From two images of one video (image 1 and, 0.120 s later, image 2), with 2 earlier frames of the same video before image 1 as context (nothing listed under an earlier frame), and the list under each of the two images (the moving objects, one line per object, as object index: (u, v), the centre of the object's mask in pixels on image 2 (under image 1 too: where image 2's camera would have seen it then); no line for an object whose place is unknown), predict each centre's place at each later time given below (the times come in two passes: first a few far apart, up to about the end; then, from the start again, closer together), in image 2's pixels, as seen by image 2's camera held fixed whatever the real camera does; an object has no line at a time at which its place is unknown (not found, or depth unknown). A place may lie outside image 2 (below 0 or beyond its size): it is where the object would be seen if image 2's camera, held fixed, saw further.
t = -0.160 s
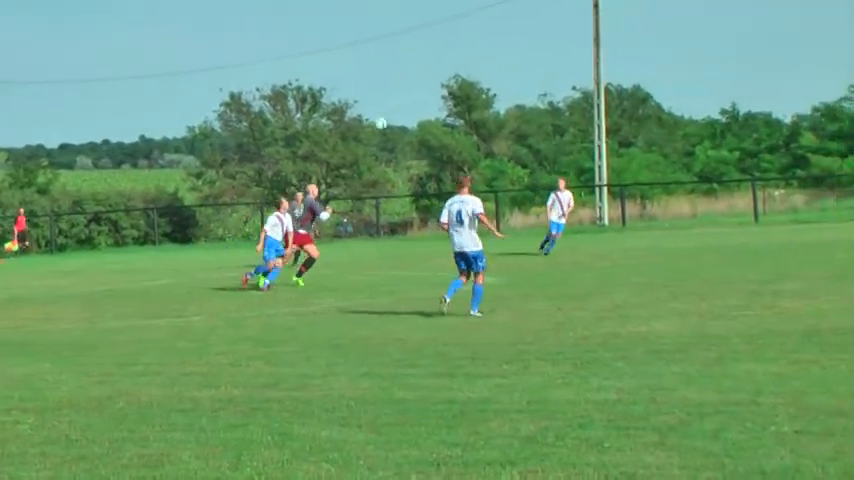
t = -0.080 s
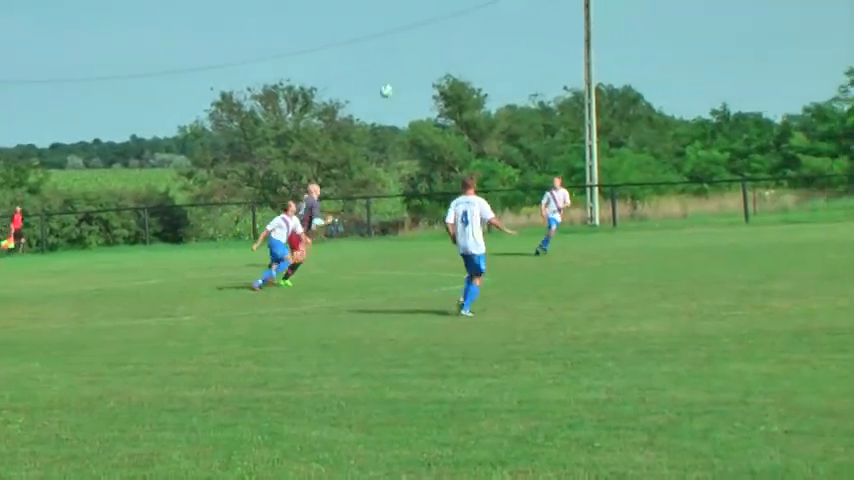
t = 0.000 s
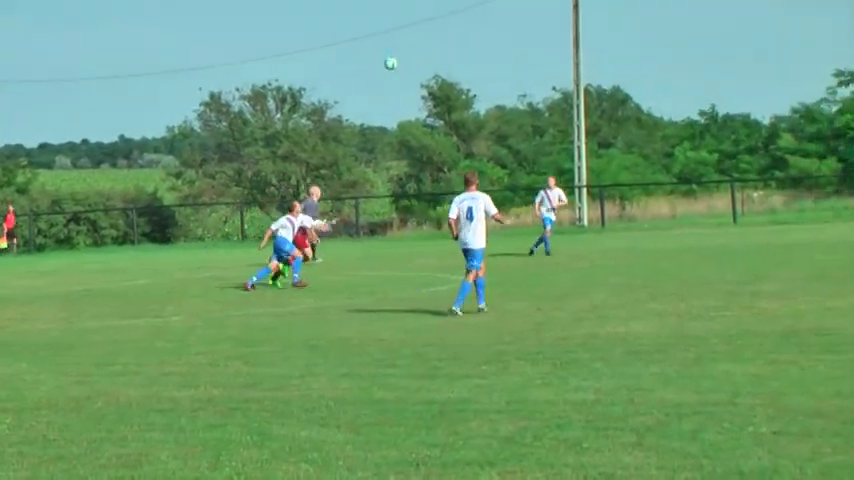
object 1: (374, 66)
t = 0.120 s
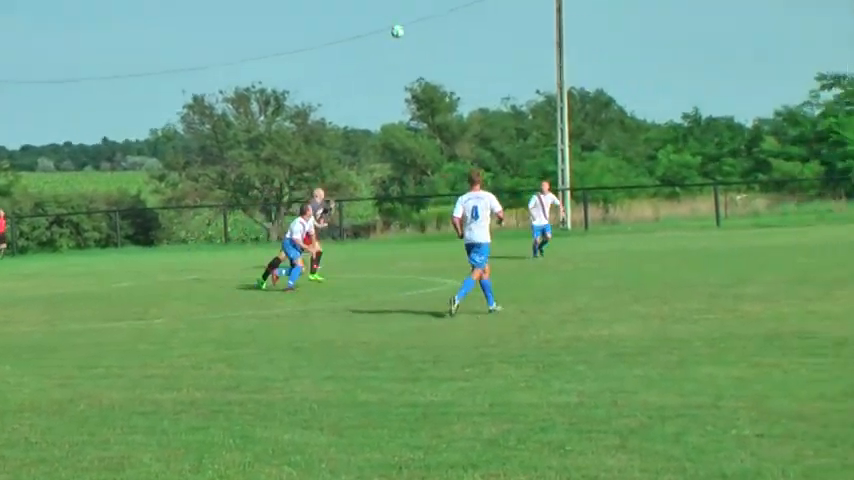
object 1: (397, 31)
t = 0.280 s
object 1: (428, 0)
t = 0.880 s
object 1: (543, 17)
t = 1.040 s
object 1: (573, 56)
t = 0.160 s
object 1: (406, 22)
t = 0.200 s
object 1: (413, 13)
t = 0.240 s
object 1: (421, 6)
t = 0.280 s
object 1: (428, 0)
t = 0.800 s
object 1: (528, 3)
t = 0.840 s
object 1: (536, 10)
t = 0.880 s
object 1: (543, 17)
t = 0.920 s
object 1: (551, 25)
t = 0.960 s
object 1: (559, 35)
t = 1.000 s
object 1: (566, 45)
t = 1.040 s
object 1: (573, 56)
